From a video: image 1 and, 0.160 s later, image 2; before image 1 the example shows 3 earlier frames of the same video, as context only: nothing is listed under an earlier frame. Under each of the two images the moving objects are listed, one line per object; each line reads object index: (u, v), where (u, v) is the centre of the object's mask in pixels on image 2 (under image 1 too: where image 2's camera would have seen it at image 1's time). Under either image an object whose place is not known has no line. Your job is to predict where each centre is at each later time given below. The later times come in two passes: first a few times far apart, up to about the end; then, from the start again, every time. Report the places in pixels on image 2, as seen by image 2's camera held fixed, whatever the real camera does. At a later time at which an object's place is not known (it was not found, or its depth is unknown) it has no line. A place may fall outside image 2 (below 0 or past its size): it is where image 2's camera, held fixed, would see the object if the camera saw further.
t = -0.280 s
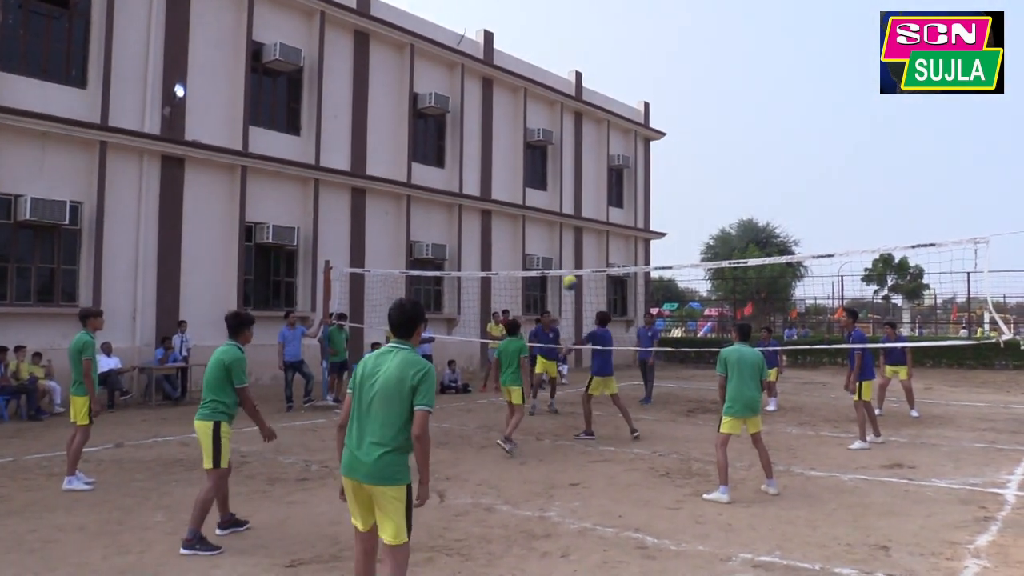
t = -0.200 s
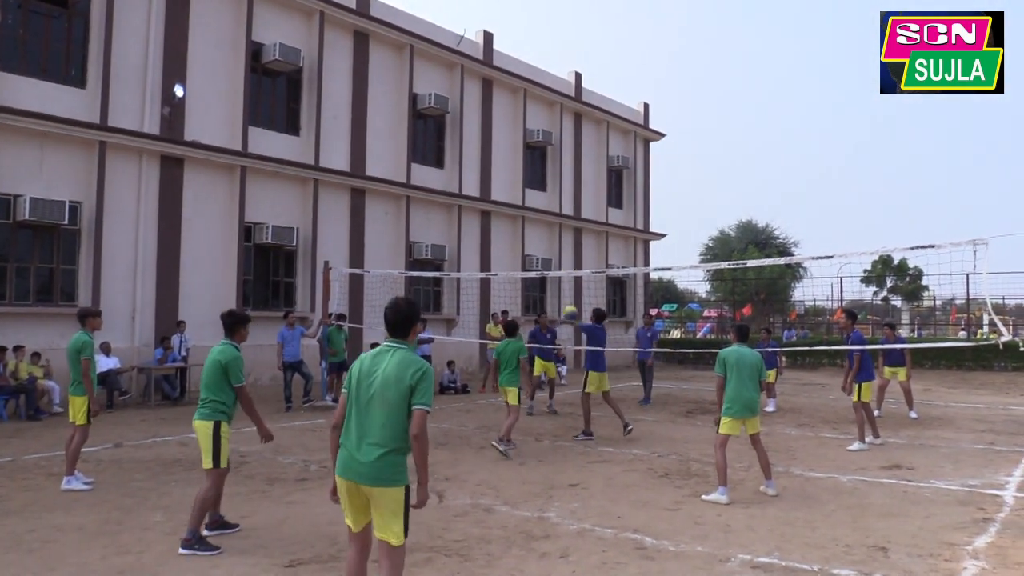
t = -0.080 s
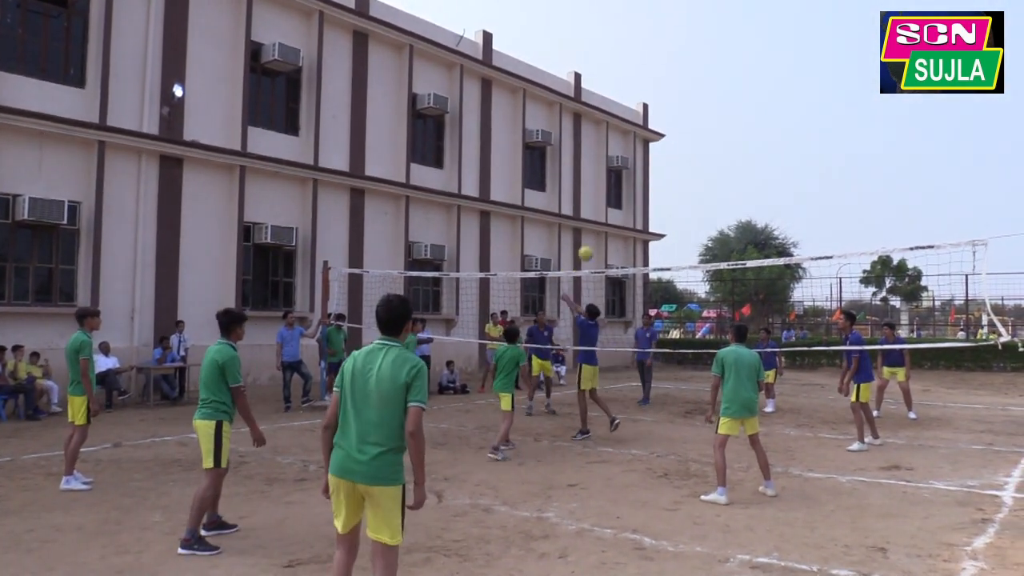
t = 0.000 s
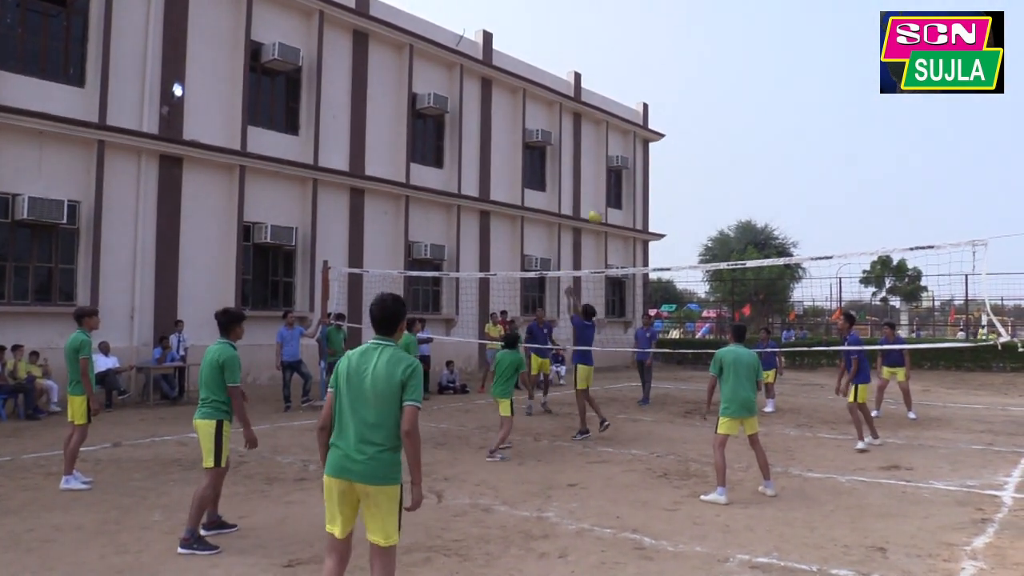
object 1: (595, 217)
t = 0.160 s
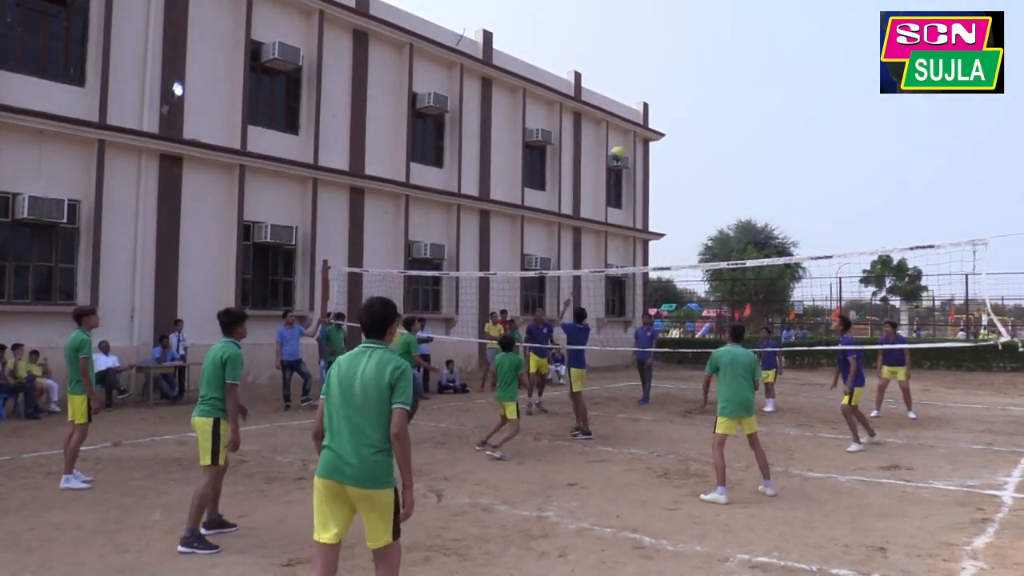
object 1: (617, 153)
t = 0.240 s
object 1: (629, 129)
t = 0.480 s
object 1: (664, 83)
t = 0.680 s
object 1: (689, 73)
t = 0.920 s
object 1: (720, 98)
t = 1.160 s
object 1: (751, 167)
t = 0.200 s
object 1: (624, 141)
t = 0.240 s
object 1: (629, 129)
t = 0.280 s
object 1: (634, 119)
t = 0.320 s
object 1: (639, 111)
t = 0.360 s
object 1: (647, 102)
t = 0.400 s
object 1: (652, 95)
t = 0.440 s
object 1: (658, 89)
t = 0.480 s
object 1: (664, 83)
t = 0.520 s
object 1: (669, 78)
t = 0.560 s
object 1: (675, 75)
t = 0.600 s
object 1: (680, 73)
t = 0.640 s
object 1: (684, 72)
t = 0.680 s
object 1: (689, 73)
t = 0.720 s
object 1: (695, 74)
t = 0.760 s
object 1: (699, 76)
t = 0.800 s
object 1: (705, 80)
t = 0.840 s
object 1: (710, 85)
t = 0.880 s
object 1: (715, 90)
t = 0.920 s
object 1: (720, 98)
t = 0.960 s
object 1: (726, 107)
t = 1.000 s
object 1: (731, 116)
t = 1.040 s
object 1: (735, 127)
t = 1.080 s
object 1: (740, 139)
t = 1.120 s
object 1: (746, 152)
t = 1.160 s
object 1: (751, 167)
